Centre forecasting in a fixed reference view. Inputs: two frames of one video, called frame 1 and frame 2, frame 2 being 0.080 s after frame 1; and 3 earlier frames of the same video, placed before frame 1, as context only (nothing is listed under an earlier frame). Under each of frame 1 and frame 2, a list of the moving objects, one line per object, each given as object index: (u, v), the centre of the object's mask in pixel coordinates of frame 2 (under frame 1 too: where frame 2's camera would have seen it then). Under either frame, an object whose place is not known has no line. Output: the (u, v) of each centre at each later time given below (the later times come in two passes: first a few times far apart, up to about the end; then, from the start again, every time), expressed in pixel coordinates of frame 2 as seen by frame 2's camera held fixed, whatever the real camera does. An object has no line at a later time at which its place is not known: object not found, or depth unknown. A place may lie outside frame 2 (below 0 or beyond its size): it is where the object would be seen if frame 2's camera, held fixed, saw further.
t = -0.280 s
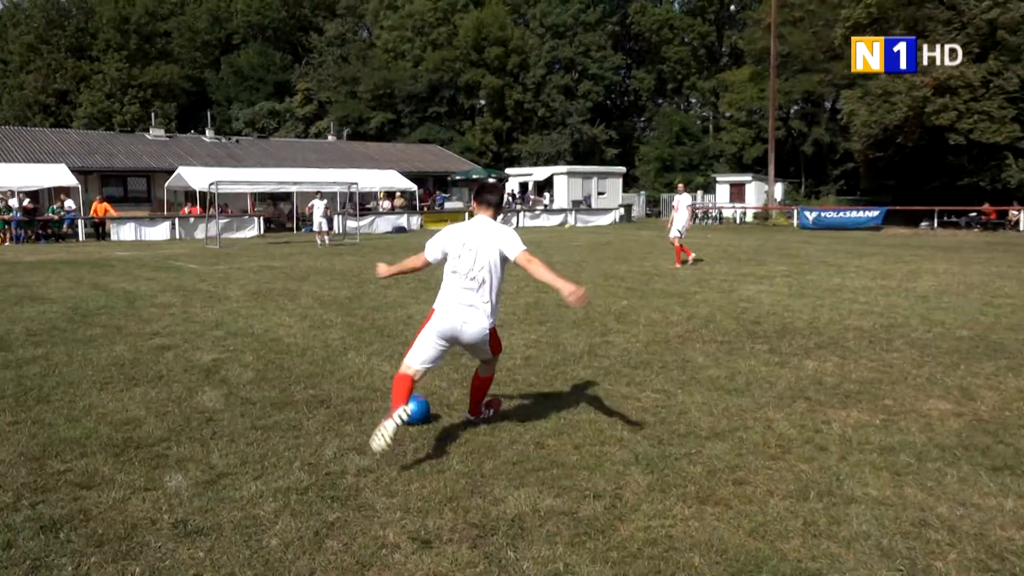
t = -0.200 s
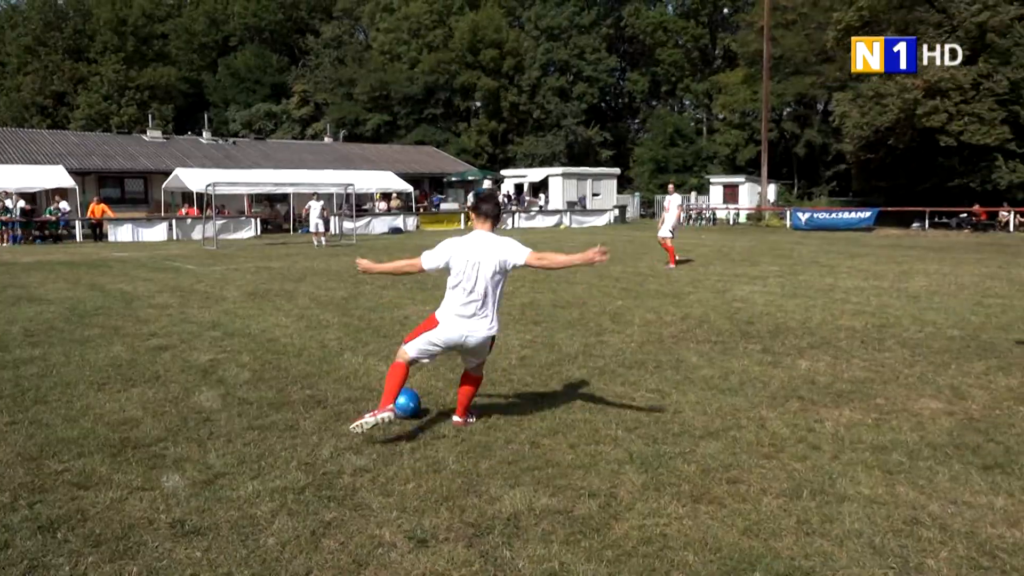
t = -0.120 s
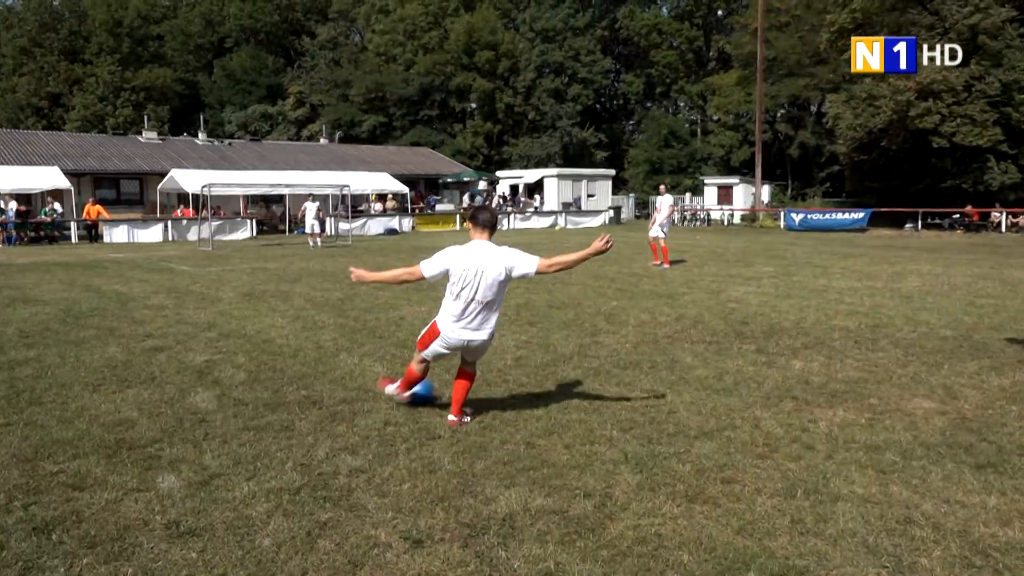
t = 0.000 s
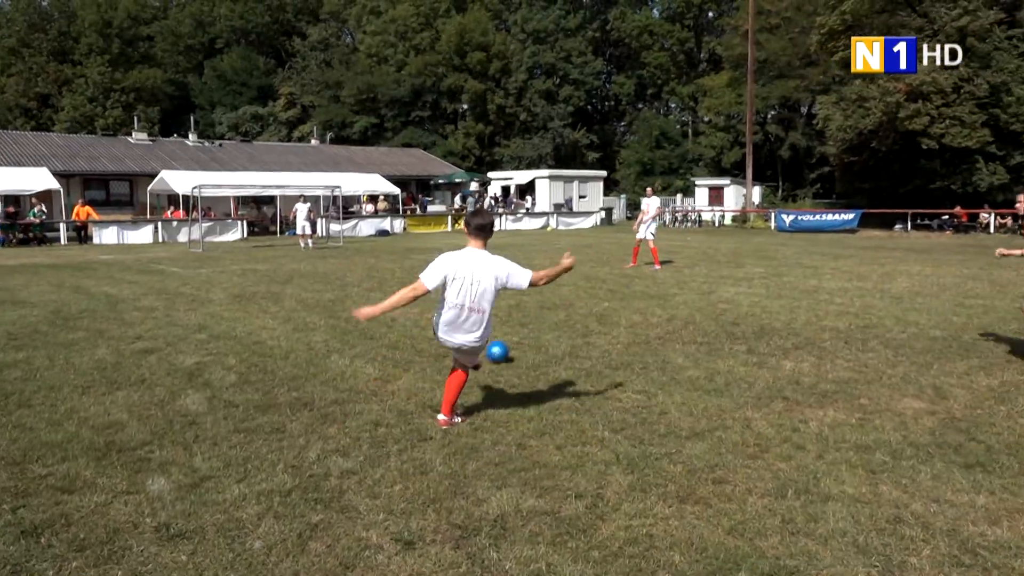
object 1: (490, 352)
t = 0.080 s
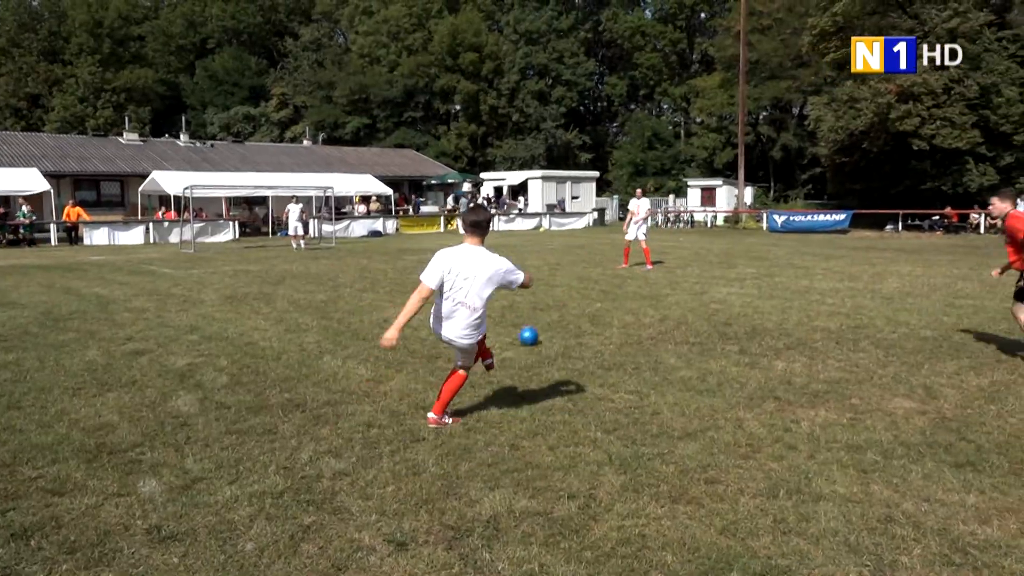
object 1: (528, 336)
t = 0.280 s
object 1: (590, 309)
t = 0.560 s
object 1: (636, 289)
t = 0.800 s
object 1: (664, 279)
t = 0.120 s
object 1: (543, 329)
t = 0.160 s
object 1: (557, 323)
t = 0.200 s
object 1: (569, 319)
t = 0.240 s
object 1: (580, 313)
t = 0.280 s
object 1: (590, 309)
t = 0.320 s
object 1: (598, 306)
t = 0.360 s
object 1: (606, 304)
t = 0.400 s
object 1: (613, 299)
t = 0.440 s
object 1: (619, 296)
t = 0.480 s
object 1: (625, 293)
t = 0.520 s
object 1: (631, 291)
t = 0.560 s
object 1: (636, 289)
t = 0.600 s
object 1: (641, 287)
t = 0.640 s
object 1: (646, 285)
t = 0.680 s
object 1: (651, 284)
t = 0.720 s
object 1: (655, 282)
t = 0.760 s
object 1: (660, 280)
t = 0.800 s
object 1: (664, 279)
